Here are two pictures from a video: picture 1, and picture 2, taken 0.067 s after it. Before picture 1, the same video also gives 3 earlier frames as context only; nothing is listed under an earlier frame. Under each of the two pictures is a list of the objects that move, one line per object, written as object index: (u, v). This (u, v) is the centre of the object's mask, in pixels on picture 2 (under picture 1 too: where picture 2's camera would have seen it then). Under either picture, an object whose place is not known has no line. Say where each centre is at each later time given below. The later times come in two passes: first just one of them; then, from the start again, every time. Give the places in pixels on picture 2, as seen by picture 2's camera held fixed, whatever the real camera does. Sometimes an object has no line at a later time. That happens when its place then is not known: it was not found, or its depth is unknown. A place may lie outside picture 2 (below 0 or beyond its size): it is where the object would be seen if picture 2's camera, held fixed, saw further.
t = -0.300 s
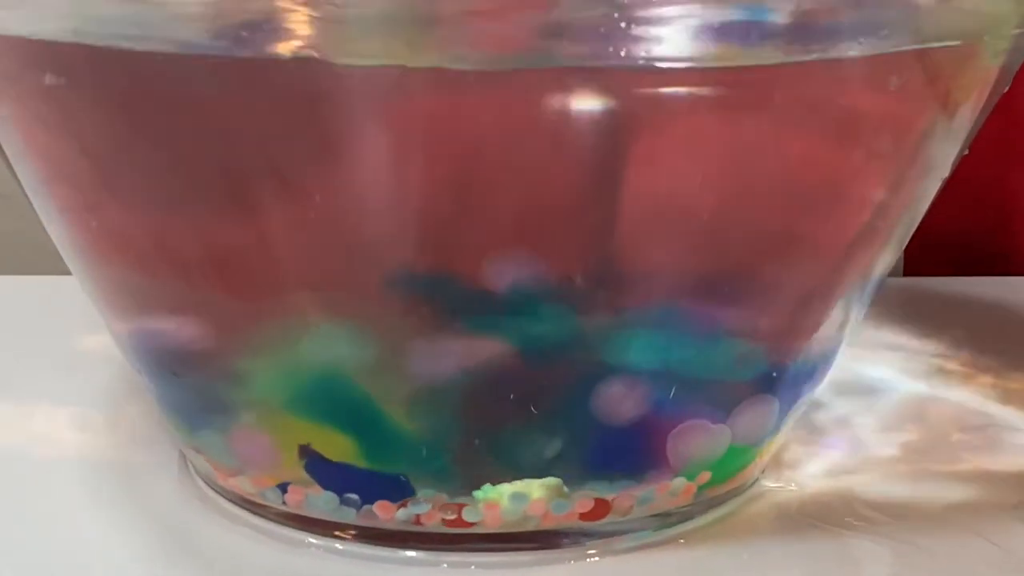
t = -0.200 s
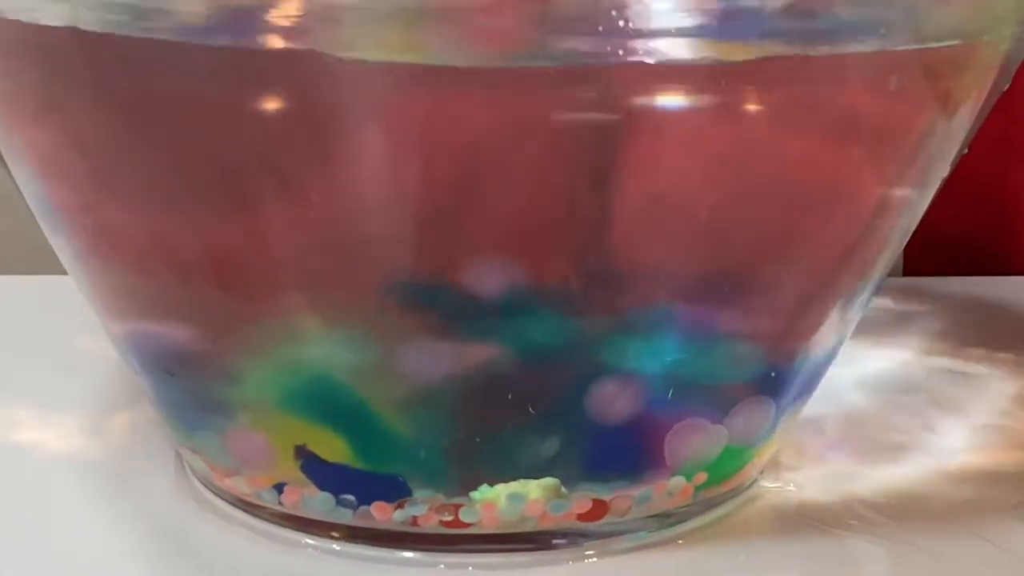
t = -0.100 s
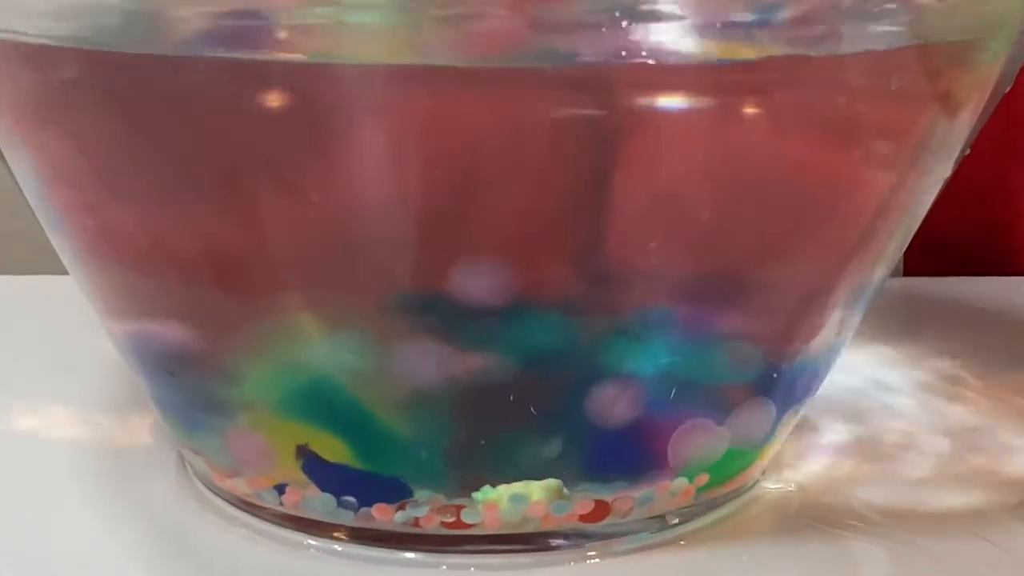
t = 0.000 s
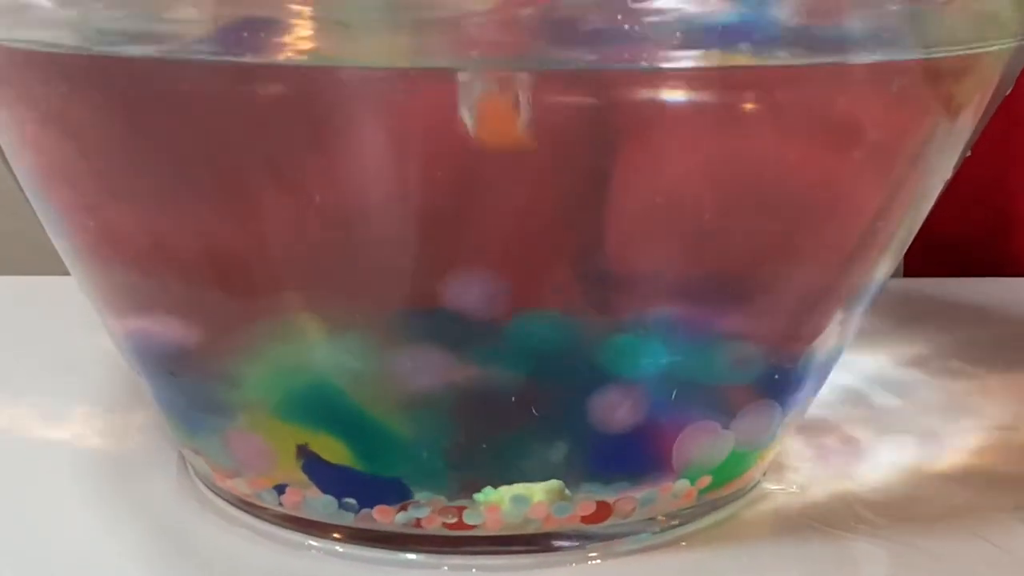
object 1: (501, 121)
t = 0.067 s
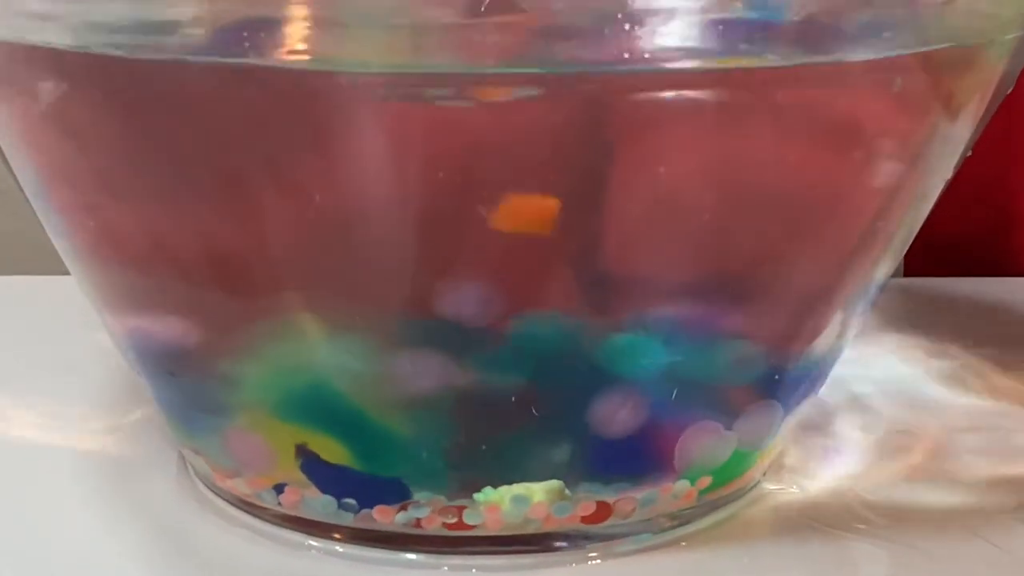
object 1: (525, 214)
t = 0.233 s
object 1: (535, 312)
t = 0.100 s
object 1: (531, 238)
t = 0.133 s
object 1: (532, 258)
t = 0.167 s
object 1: (533, 277)
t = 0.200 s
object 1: (533, 295)
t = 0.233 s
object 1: (535, 312)
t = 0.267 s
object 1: (535, 325)
